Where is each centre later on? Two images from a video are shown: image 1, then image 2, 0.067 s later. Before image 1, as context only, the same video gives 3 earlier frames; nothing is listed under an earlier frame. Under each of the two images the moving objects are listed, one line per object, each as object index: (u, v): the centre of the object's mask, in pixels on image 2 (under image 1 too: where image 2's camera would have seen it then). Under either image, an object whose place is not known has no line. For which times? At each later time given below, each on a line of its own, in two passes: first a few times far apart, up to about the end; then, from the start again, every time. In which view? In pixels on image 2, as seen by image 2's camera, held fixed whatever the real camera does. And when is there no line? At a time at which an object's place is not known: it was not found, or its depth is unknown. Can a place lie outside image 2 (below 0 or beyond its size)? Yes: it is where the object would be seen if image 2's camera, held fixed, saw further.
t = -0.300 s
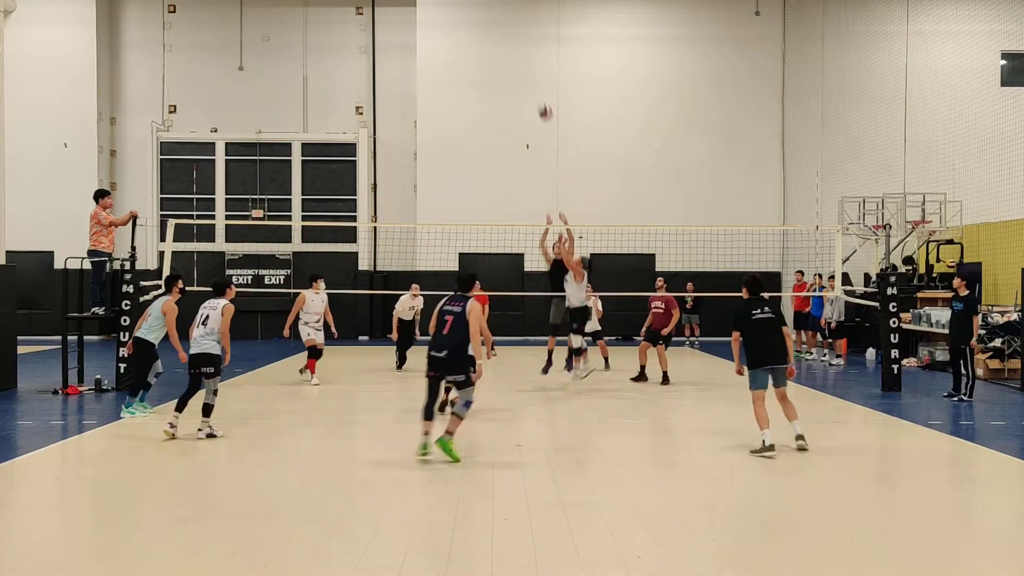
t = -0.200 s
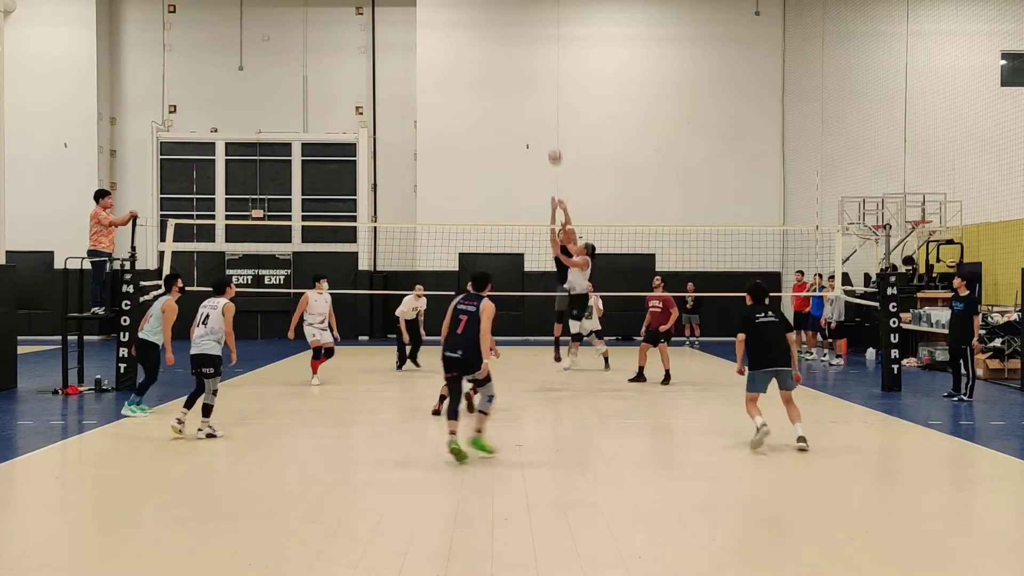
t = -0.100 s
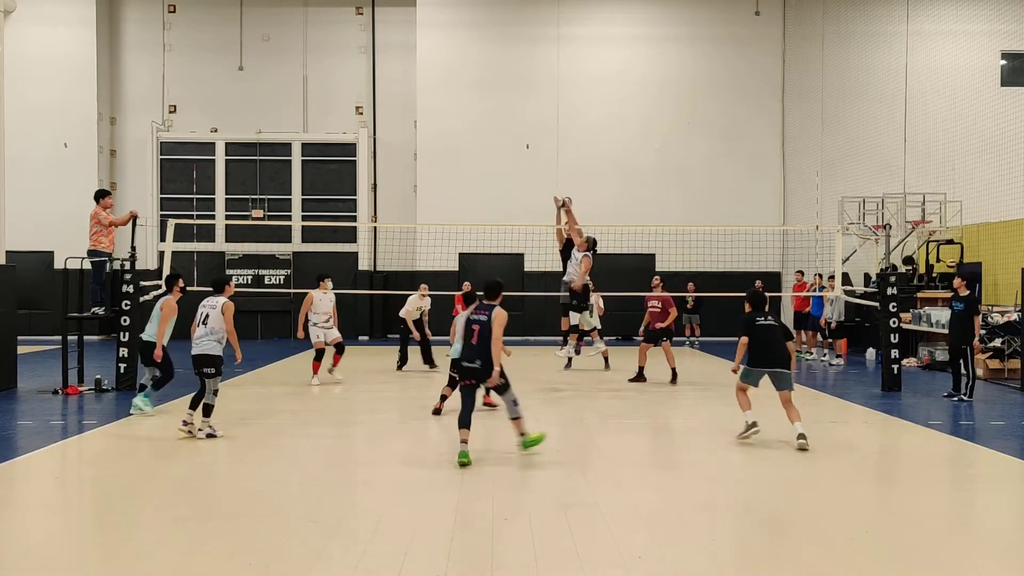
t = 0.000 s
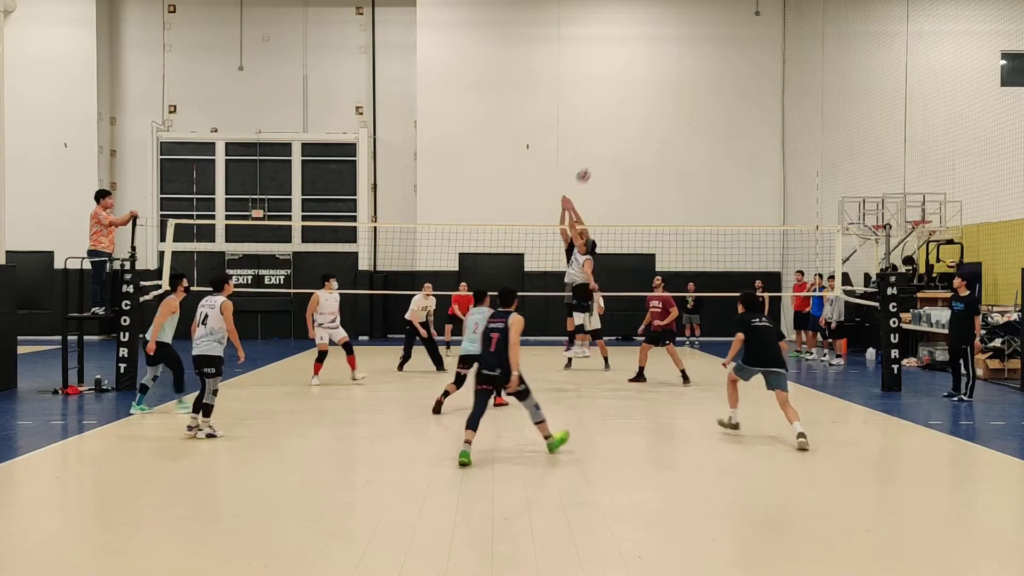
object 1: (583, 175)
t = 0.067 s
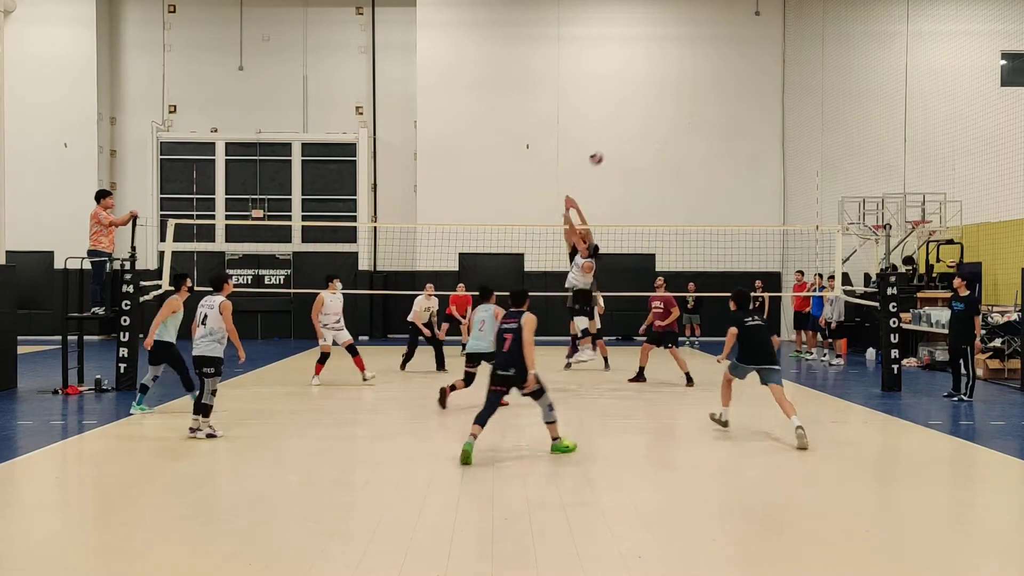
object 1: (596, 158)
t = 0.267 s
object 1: (631, 125)
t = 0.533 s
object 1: (671, 120)
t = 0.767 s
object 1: (703, 148)
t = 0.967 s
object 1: (729, 193)
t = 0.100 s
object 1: (602, 151)
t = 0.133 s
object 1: (608, 144)
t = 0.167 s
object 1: (613, 138)
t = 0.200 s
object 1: (619, 133)
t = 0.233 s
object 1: (625, 129)
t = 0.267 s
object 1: (631, 125)
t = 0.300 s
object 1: (636, 122)
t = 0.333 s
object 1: (641, 120)
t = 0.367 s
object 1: (646, 118)
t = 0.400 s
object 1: (652, 117)
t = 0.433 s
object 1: (656, 117)
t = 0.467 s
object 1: (662, 117)
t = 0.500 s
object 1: (666, 119)
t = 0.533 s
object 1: (671, 120)
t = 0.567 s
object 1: (676, 122)
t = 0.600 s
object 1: (681, 126)
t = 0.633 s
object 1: (686, 129)
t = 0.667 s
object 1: (690, 133)
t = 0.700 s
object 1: (694, 137)
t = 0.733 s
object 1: (699, 143)
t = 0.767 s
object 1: (703, 148)
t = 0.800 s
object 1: (708, 155)
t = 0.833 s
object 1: (712, 161)
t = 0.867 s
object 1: (717, 168)
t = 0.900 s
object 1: (720, 177)
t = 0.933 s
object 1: (725, 185)
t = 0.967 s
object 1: (729, 193)
